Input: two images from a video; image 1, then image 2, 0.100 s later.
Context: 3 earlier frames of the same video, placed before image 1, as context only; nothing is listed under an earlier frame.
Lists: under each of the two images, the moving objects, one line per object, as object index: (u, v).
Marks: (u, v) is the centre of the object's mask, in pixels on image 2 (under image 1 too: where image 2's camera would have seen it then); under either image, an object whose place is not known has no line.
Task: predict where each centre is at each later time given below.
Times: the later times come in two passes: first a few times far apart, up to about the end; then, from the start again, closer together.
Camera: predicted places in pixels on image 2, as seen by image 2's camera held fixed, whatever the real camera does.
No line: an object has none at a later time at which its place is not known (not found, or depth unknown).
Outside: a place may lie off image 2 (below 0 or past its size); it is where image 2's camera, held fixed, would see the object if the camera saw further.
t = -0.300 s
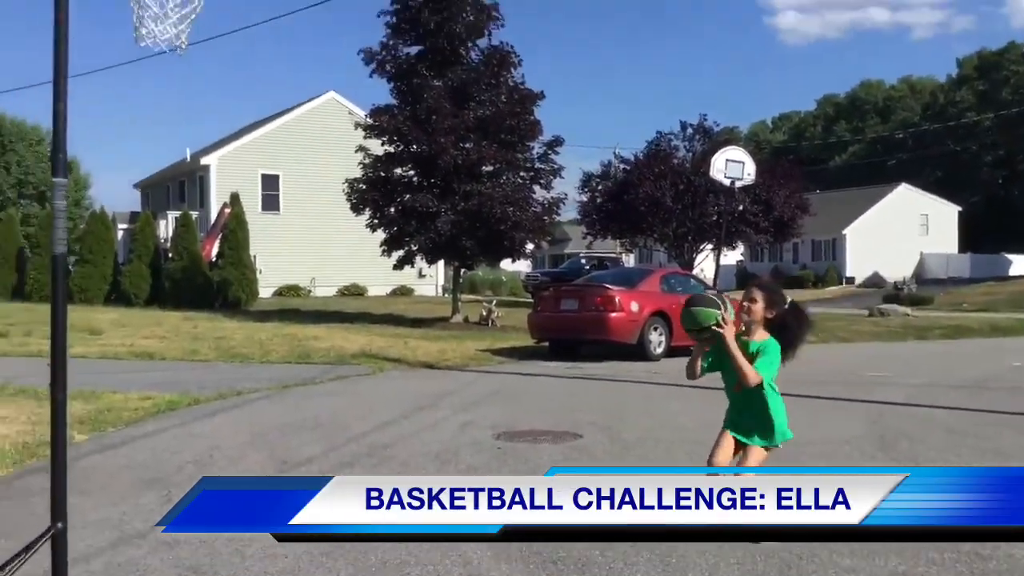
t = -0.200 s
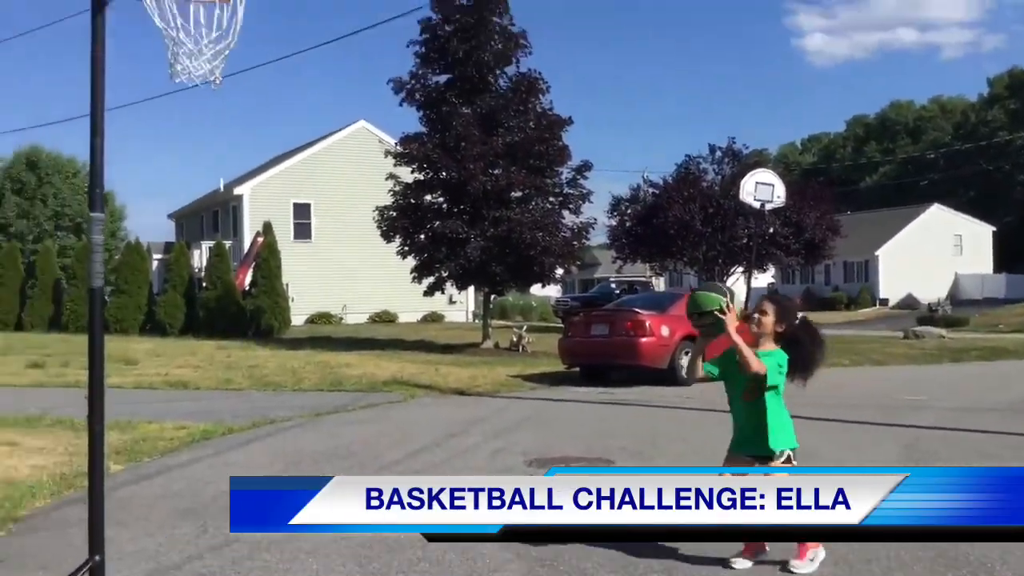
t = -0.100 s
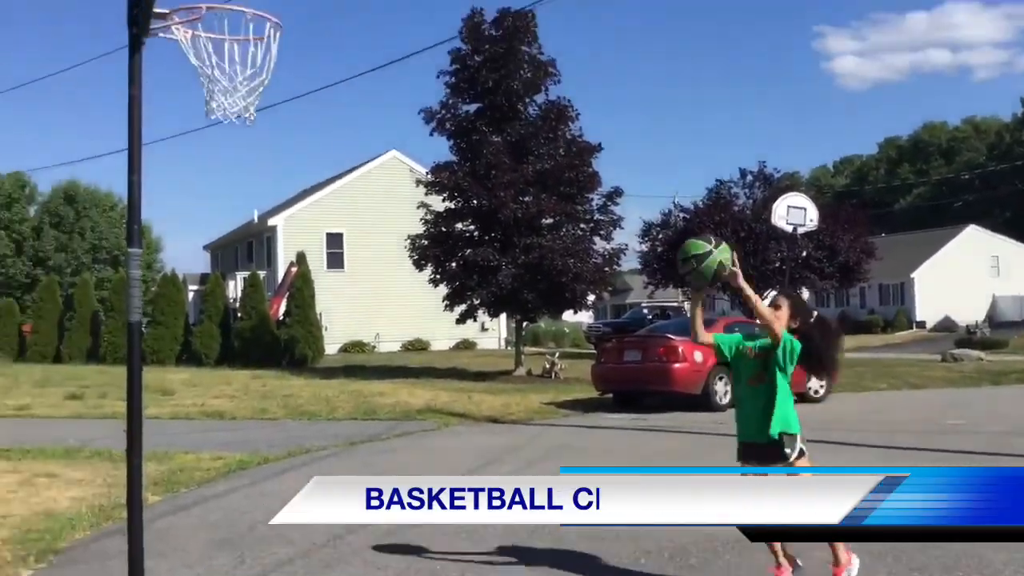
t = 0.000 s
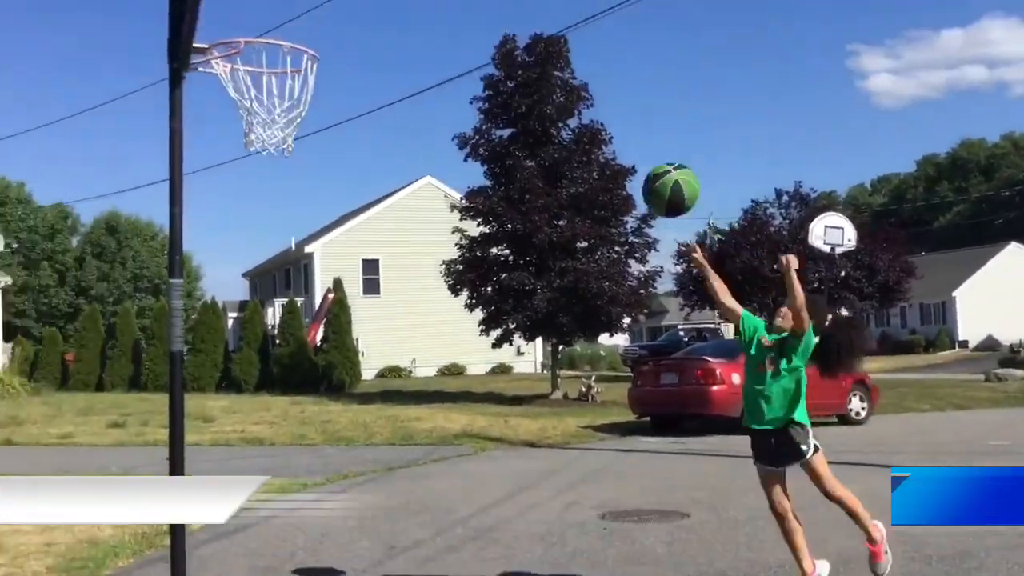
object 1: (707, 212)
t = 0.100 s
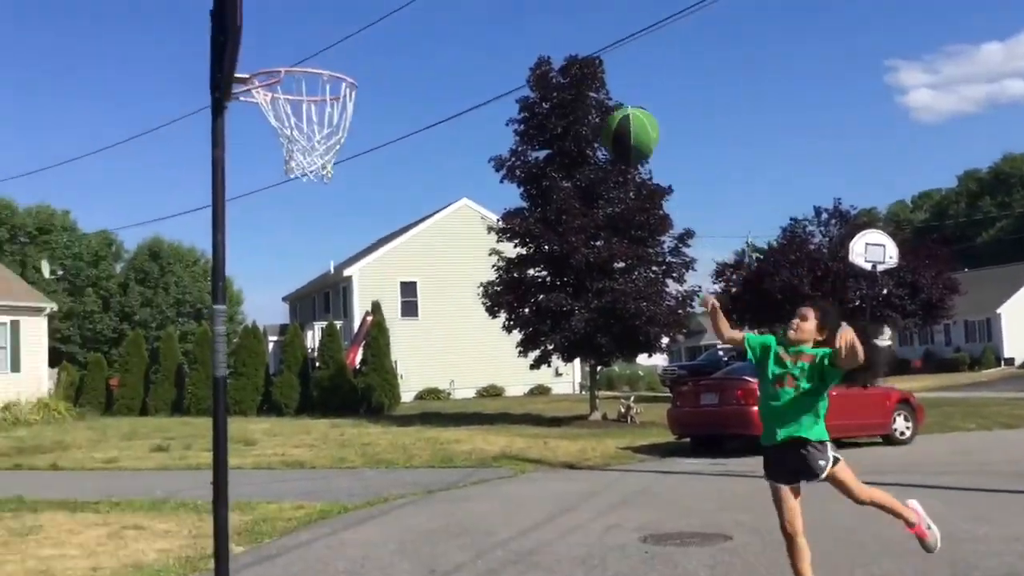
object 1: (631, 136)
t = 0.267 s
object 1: (493, 51)
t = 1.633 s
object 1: (318, 278)
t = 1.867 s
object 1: (362, 551)
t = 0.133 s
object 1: (604, 113)
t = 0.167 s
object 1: (577, 94)
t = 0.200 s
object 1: (550, 78)
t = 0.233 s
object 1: (521, 63)
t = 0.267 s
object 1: (493, 51)
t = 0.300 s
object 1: (464, 42)
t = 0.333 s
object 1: (436, 35)
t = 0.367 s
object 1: (406, 31)
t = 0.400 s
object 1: (376, 29)
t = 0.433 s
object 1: (344, 30)
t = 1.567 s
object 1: (311, 225)
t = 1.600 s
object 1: (313, 254)
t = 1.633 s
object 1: (318, 278)
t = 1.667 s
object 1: (322, 307)
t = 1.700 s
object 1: (328, 341)
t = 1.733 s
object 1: (333, 377)
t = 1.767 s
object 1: (341, 412)
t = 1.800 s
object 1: (348, 454)
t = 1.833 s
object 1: (354, 503)
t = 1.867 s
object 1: (362, 551)
